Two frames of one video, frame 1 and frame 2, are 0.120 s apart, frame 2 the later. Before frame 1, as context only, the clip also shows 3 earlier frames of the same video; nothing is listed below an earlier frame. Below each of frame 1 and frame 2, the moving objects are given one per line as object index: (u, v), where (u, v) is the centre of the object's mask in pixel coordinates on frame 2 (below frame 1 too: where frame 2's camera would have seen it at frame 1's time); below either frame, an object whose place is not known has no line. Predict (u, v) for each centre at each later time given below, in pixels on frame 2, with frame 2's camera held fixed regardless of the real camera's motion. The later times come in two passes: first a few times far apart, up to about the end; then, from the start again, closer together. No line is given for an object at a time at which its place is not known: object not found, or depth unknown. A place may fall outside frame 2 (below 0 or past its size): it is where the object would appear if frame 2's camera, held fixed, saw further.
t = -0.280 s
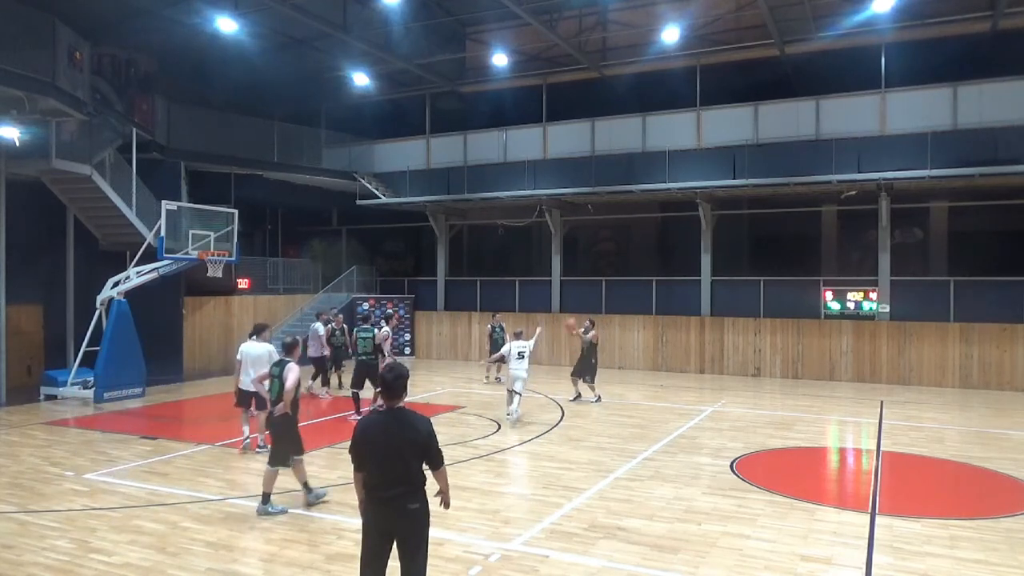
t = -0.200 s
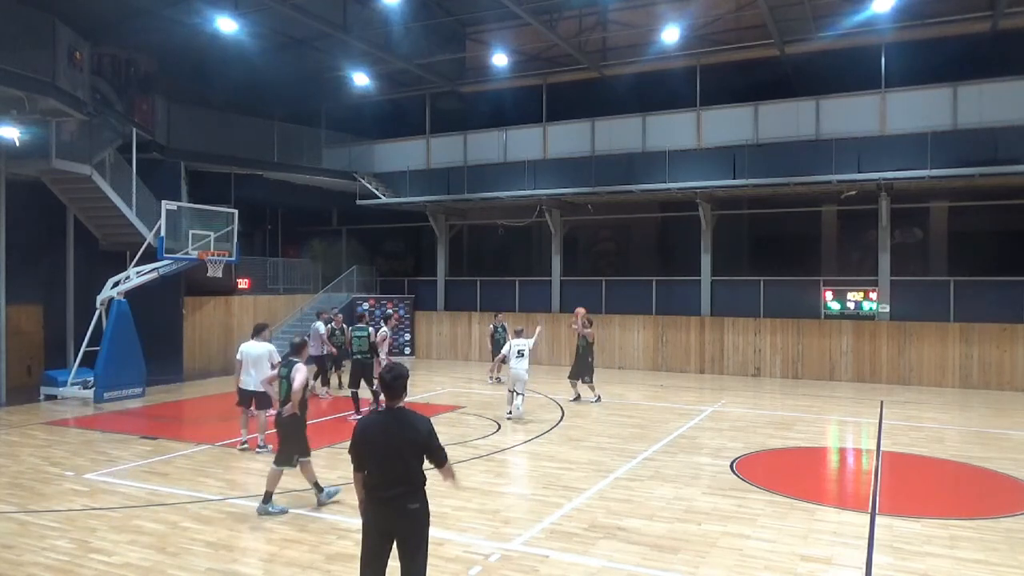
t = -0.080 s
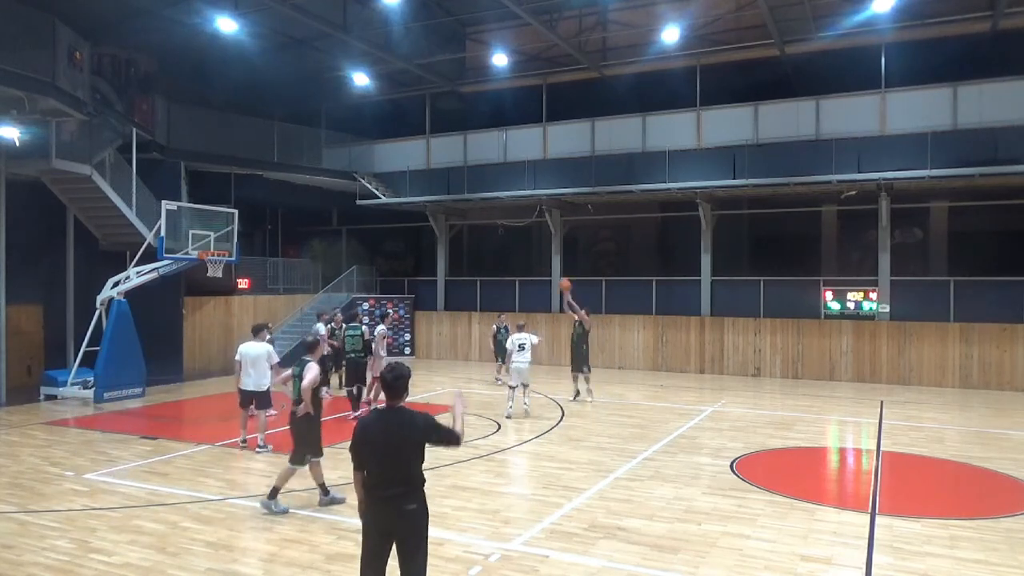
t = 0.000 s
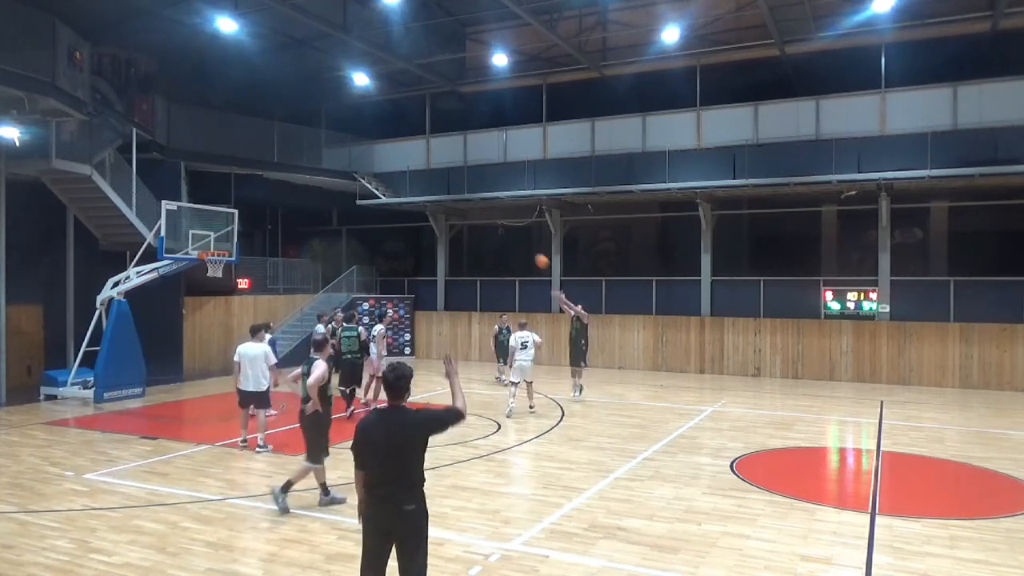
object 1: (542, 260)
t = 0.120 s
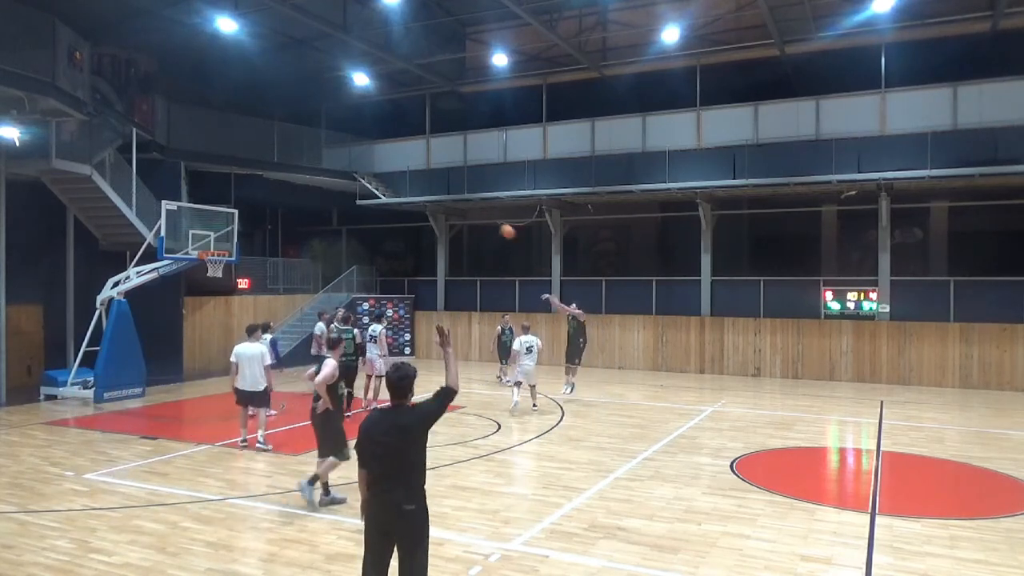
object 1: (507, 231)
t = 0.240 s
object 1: (473, 208)
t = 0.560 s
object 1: (383, 180)
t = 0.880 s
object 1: (292, 201)
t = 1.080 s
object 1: (236, 239)
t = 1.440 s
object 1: (221, 207)
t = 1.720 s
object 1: (237, 215)
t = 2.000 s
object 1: (253, 262)
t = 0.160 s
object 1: (496, 223)
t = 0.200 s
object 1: (485, 215)
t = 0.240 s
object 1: (473, 208)
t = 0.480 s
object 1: (404, 183)
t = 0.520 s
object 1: (394, 182)
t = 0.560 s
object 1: (383, 180)
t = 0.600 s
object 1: (371, 180)
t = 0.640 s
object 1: (359, 180)
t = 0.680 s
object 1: (348, 181)
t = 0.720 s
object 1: (336, 185)
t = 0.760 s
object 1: (326, 188)
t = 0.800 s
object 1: (314, 192)
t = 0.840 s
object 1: (303, 196)
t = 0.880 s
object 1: (292, 201)
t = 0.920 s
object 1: (280, 208)
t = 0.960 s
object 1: (269, 215)
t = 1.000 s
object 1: (258, 222)
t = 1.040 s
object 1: (247, 230)
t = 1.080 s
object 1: (236, 239)
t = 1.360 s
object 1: (217, 212)
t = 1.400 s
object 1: (219, 209)
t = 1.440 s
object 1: (221, 207)
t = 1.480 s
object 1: (223, 206)
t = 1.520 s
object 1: (225, 206)
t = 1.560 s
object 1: (228, 206)
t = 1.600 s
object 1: (230, 207)
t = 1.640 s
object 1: (232, 208)
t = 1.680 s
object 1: (235, 211)
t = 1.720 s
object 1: (237, 215)
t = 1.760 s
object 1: (239, 219)
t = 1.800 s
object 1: (242, 224)
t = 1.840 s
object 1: (244, 230)
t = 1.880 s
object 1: (246, 237)
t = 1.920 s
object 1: (248, 245)
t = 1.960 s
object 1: (250, 253)
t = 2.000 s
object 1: (253, 262)
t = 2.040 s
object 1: (256, 271)
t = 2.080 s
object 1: (258, 282)
